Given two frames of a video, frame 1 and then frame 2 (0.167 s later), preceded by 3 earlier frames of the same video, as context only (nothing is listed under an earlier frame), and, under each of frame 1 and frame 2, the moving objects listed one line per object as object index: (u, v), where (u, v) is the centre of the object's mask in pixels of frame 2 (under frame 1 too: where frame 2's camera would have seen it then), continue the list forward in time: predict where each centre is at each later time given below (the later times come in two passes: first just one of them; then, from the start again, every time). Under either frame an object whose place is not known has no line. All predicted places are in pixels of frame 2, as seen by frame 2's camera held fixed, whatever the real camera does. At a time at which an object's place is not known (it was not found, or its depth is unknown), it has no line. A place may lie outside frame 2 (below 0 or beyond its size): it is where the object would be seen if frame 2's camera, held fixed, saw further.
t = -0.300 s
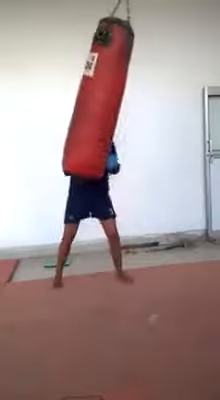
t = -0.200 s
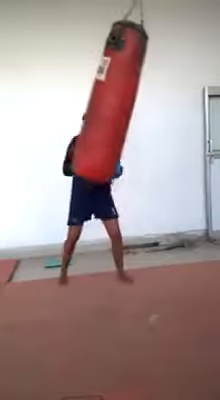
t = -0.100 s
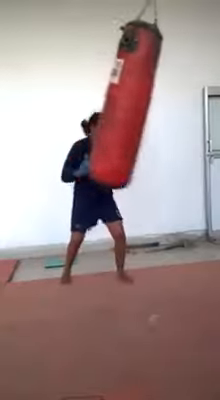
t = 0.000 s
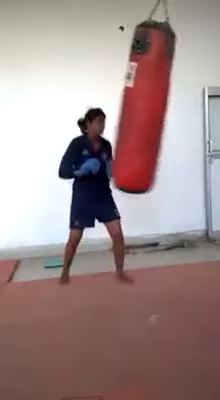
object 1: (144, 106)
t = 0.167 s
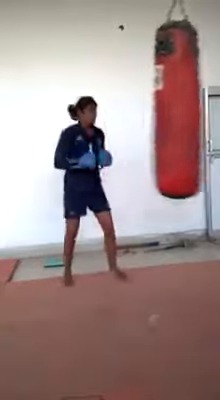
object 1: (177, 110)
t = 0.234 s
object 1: (193, 110)
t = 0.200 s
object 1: (185, 110)
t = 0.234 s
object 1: (193, 110)
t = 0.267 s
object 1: (198, 107)
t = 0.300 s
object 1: (203, 104)
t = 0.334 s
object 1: (207, 100)
